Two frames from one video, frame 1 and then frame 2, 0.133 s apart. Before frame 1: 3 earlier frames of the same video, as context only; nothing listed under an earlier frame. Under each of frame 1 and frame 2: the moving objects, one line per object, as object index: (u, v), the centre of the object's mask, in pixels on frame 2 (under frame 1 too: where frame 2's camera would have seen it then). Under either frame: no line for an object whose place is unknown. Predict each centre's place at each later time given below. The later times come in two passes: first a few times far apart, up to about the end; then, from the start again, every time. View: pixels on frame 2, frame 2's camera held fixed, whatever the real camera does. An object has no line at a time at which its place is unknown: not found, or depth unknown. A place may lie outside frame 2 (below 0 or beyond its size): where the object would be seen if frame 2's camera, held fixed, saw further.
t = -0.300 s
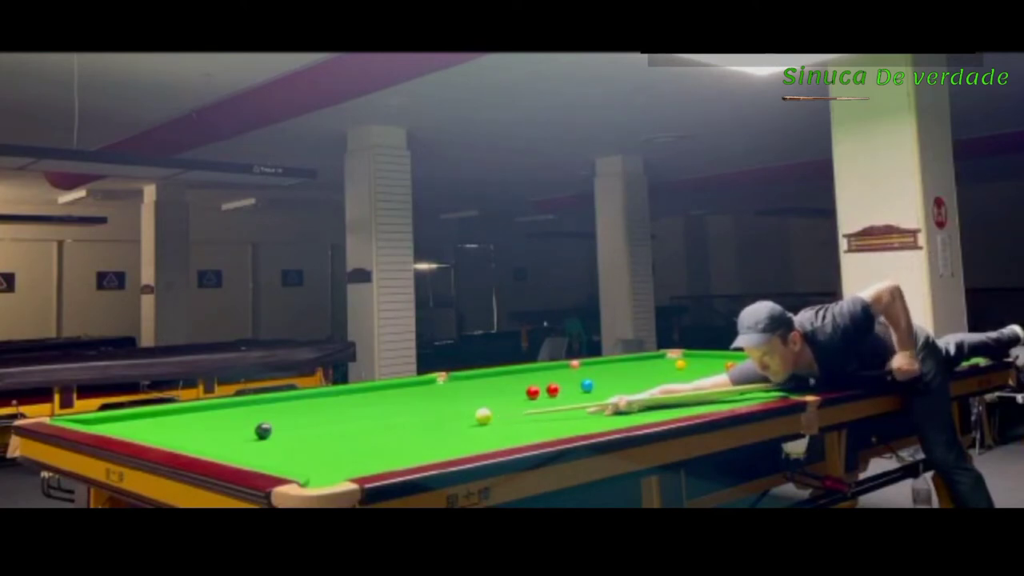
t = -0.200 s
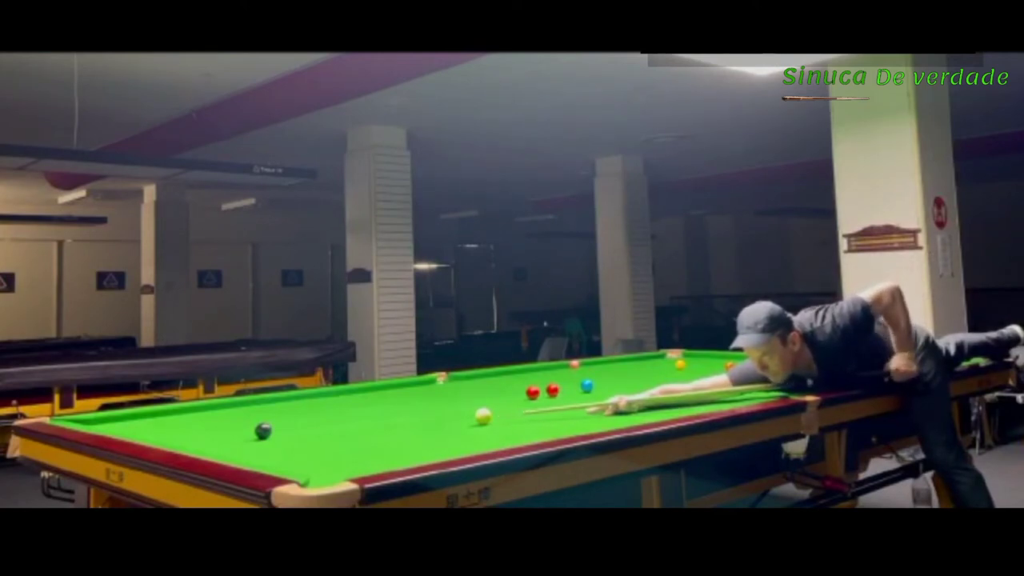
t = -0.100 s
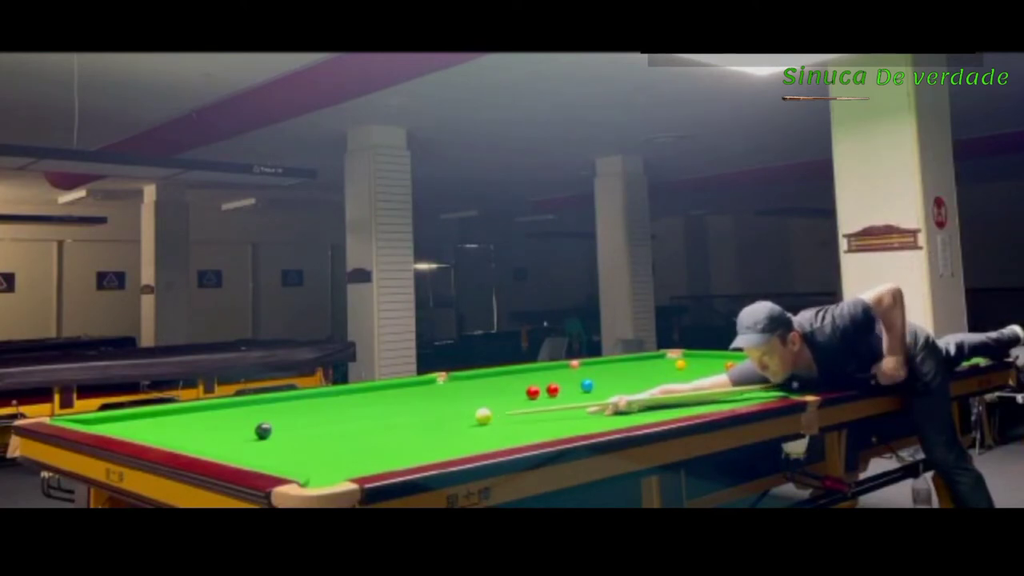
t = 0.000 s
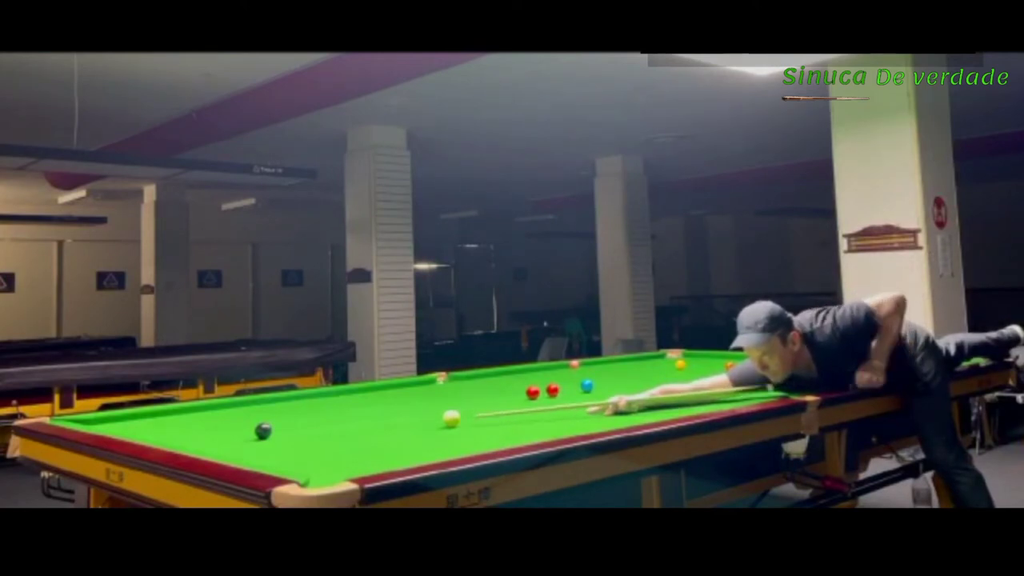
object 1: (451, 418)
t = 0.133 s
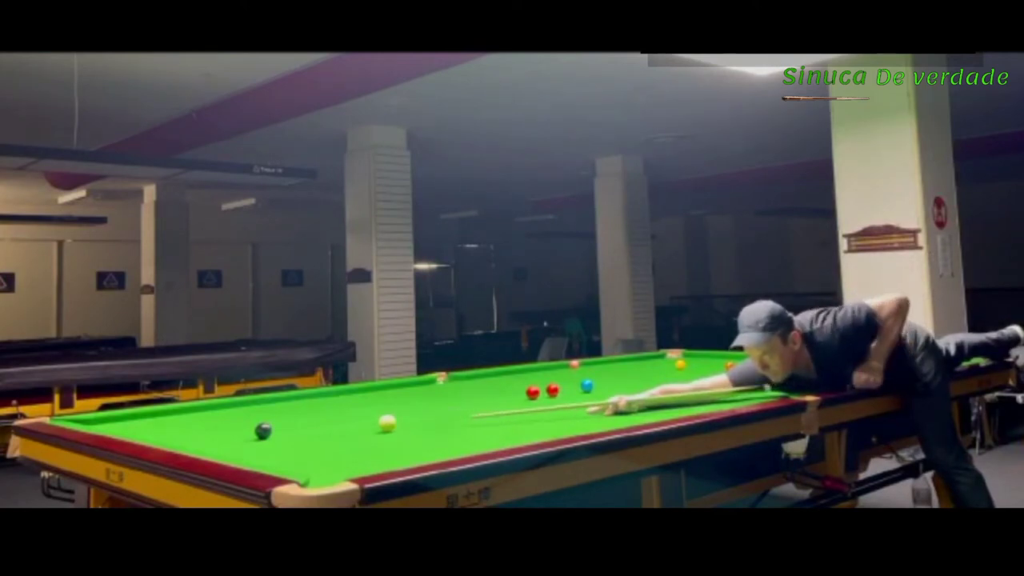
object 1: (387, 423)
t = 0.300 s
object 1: (316, 429)
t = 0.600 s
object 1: (223, 440)
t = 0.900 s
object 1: (216, 442)
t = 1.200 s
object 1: (268, 437)
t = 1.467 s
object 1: (310, 432)
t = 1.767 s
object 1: (352, 428)
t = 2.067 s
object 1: (390, 424)
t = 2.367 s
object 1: (423, 420)
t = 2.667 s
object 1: (454, 416)
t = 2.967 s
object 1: (482, 414)
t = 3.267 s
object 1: (506, 411)
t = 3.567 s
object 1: (528, 409)
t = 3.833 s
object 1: (545, 407)
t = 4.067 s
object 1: (559, 406)
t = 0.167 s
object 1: (372, 424)
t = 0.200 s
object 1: (358, 425)
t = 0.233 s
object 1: (344, 426)
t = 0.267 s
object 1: (330, 427)
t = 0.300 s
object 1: (316, 429)
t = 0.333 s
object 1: (302, 429)
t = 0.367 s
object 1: (288, 430)
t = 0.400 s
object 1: (274, 432)
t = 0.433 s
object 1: (267, 433)
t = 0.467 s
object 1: (258, 434)
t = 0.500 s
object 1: (250, 436)
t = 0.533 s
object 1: (241, 437)
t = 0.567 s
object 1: (232, 438)
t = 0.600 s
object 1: (223, 440)
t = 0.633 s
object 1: (213, 441)
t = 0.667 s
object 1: (204, 440)
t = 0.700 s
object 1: (194, 441)
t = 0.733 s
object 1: (184, 442)
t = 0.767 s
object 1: (186, 441)
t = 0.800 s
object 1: (195, 441)
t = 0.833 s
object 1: (203, 441)
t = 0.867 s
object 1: (211, 441)
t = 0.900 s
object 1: (216, 442)
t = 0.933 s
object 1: (222, 441)
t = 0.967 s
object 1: (229, 441)
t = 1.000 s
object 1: (234, 440)
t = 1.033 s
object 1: (240, 440)
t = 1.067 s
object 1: (246, 439)
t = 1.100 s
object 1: (252, 439)
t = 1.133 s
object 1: (257, 438)
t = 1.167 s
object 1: (262, 437)
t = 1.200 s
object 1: (268, 437)
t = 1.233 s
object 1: (273, 437)
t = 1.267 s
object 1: (279, 436)
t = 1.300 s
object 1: (284, 435)
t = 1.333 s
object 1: (289, 435)
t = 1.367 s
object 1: (294, 434)
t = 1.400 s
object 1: (299, 433)
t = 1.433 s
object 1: (304, 433)
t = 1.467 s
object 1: (310, 432)
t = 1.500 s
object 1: (315, 432)
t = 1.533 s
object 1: (319, 431)
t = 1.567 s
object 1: (324, 431)
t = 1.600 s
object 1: (329, 430)
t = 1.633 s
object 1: (334, 430)
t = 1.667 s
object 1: (338, 429)
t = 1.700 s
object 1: (343, 428)
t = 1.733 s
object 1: (347, 428)
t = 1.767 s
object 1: (352, 428)
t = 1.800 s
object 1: (356, 427)
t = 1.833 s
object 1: (360, 427)
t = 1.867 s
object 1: (365, 426)
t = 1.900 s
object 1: (369, 426)
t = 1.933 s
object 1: (374, 425)
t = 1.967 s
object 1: (377, 425)
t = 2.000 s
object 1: (381, 425)
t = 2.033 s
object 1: (386, 424)
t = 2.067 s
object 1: (390, 424)
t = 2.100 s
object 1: (394, 423)
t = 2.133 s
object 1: (398, 423)
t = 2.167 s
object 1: (401, 423)
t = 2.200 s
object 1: (405, 422)
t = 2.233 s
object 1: (409, 422)
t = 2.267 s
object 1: (413, 421)
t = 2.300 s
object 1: (417, 421)
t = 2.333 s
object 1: (420, 420)
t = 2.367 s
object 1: (423, 420)
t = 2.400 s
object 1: (427, 420)
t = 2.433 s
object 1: (431, 419)
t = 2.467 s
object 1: (434, 419)
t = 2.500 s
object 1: (438, 418)
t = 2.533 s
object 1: (441, 418)
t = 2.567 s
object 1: (444, 418)
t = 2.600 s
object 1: (447, 417)
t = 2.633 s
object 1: (451, 417)
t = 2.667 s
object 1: (454, 416)
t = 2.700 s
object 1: (457, 416)
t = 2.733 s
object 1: (461, 416)
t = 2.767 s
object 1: (464, 415)
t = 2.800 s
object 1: (467, 415)
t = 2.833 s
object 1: (470, 415)
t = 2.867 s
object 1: (473, 414)
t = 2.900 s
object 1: (476, 414)
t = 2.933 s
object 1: (479, 414)
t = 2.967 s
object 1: (482, 414)
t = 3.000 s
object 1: (484, 414)
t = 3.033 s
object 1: (487, 413)
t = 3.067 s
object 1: (490, 413)
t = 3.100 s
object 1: (493, 413)
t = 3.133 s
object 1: (496, 412)
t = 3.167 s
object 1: (498, 412)
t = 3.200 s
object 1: (501, 412)
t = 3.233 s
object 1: (503, 411)
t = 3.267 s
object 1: (506, 411)
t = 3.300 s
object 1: (509, 411)
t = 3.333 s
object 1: (511, 411)
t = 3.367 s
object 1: (514, 410)
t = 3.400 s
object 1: (516, 410)
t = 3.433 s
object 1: (519, 410)
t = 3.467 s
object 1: (521, 410)
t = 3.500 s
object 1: (523, 410)
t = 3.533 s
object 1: (526, 409)
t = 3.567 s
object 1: (528, 409)
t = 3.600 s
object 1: (530, 408)
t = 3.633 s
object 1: (533, 408)
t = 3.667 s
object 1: (535, 408)
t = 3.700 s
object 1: (536, 408)
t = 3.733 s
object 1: (539, 408)
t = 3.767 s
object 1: (541, 408)
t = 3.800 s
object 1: (543, 407)
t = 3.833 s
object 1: (545, 407)
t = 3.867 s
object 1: (548, 407)
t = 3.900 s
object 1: (549, 407)
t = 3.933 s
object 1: (551, 407)
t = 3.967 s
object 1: (553, 406)
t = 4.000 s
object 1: (555, 406)
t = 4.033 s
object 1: (557, 406)
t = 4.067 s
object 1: (559, 406)
